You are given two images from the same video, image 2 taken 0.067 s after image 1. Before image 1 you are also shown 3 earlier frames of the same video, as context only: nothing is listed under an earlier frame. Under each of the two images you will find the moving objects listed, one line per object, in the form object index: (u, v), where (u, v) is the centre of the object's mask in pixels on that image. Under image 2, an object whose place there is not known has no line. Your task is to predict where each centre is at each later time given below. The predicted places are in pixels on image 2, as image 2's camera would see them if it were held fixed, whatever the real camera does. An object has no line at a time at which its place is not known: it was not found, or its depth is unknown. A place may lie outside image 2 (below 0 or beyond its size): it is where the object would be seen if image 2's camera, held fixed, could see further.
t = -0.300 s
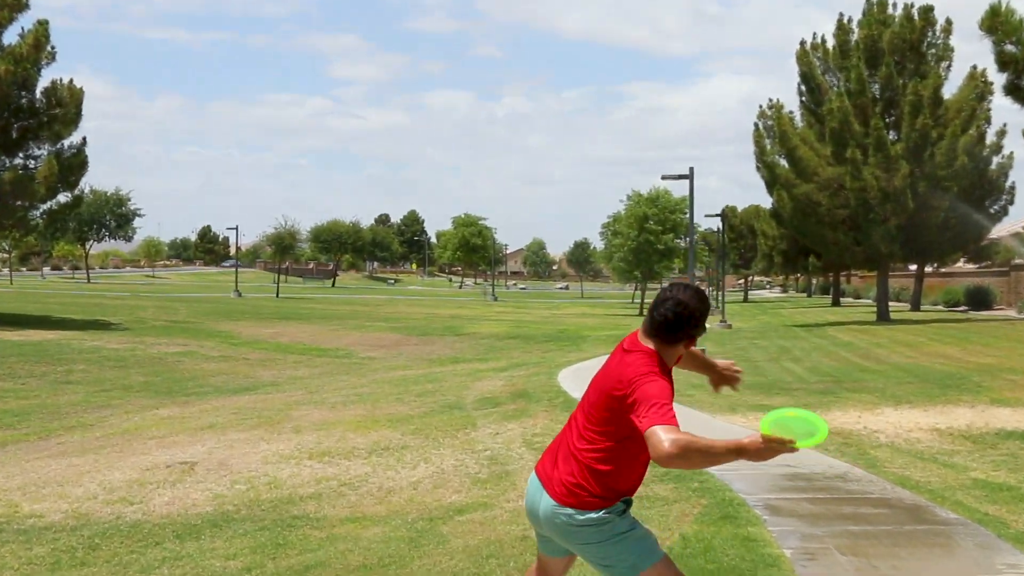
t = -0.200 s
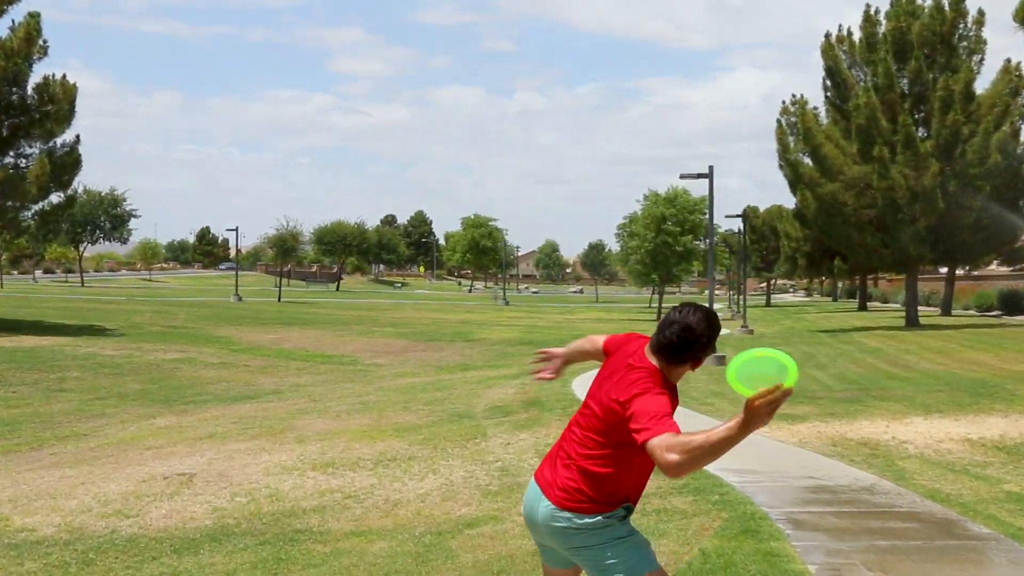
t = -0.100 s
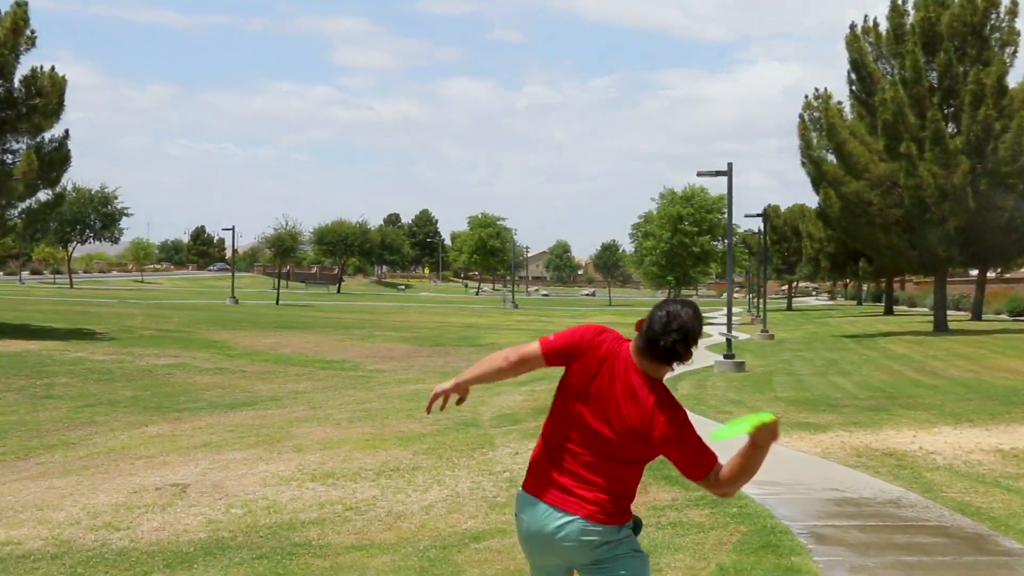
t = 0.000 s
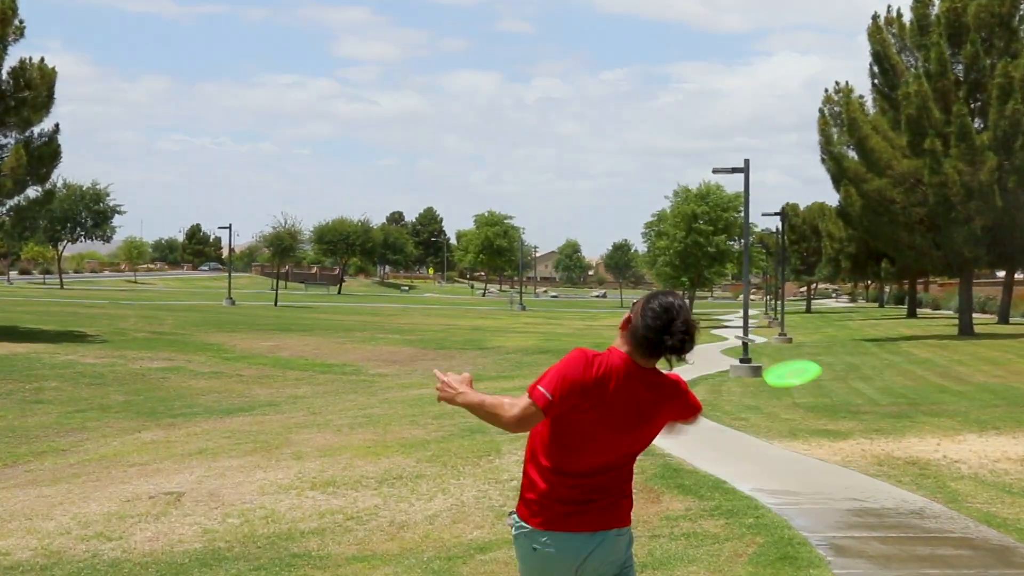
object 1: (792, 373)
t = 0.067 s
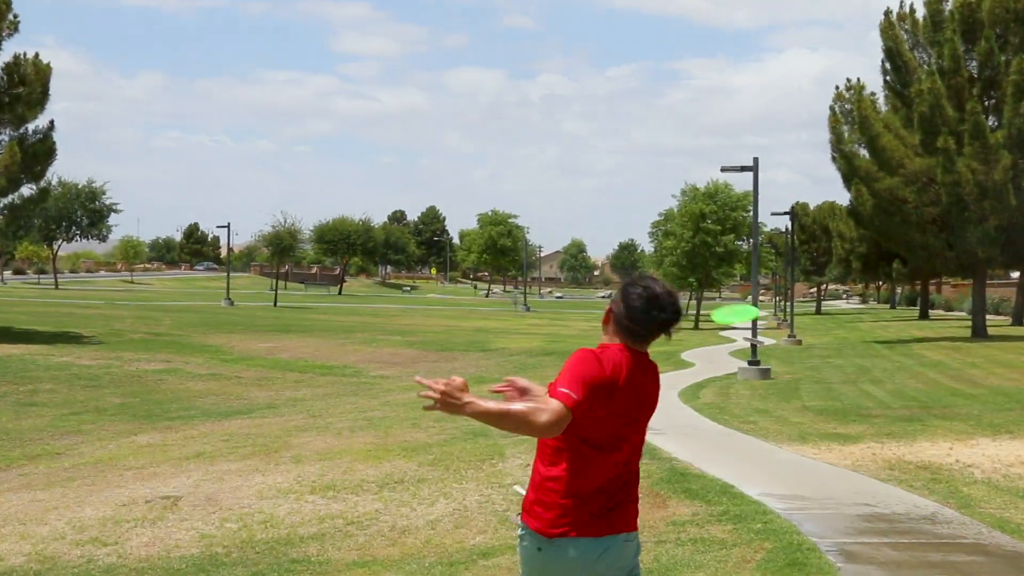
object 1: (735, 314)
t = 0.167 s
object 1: (671, 257)
